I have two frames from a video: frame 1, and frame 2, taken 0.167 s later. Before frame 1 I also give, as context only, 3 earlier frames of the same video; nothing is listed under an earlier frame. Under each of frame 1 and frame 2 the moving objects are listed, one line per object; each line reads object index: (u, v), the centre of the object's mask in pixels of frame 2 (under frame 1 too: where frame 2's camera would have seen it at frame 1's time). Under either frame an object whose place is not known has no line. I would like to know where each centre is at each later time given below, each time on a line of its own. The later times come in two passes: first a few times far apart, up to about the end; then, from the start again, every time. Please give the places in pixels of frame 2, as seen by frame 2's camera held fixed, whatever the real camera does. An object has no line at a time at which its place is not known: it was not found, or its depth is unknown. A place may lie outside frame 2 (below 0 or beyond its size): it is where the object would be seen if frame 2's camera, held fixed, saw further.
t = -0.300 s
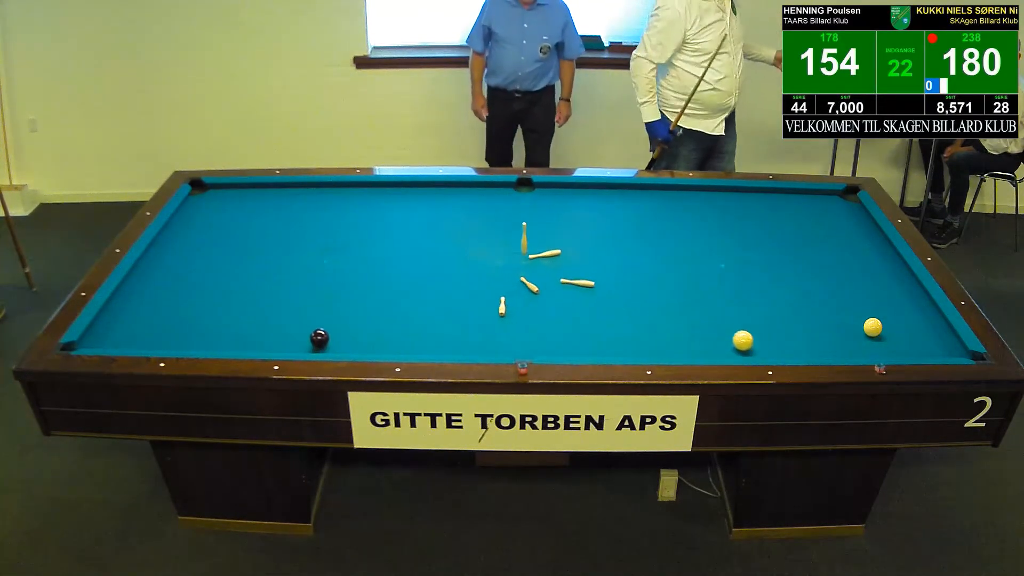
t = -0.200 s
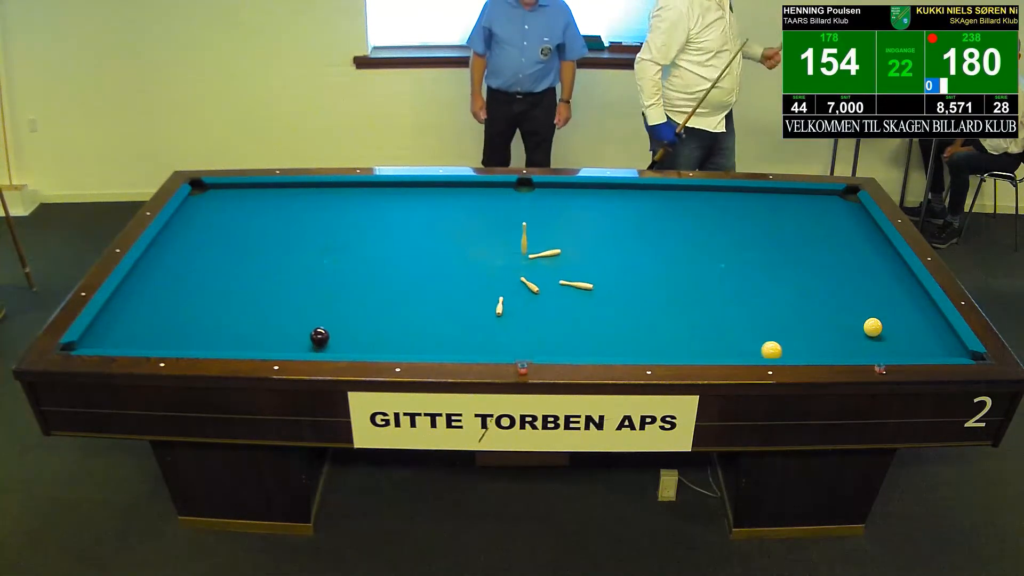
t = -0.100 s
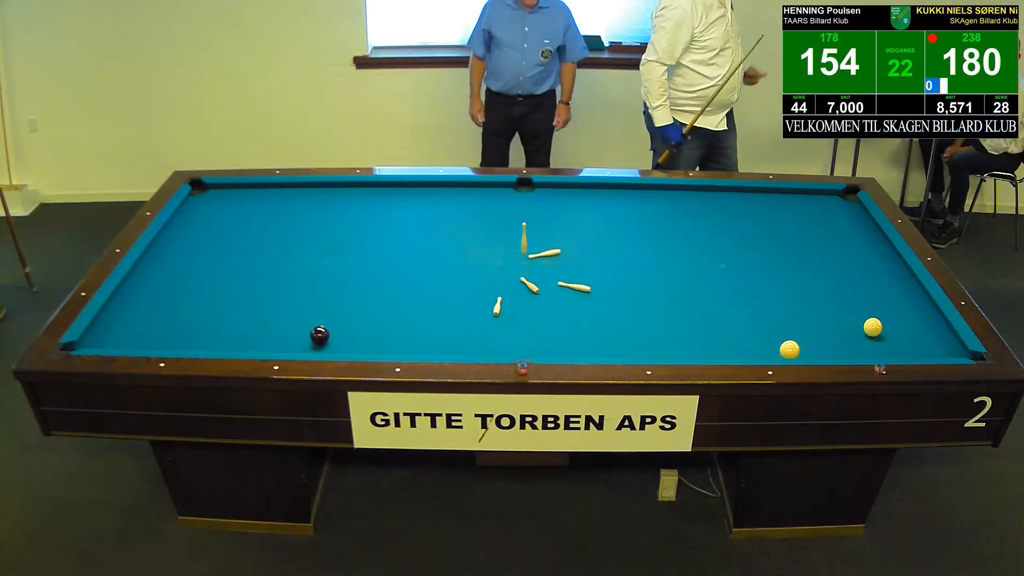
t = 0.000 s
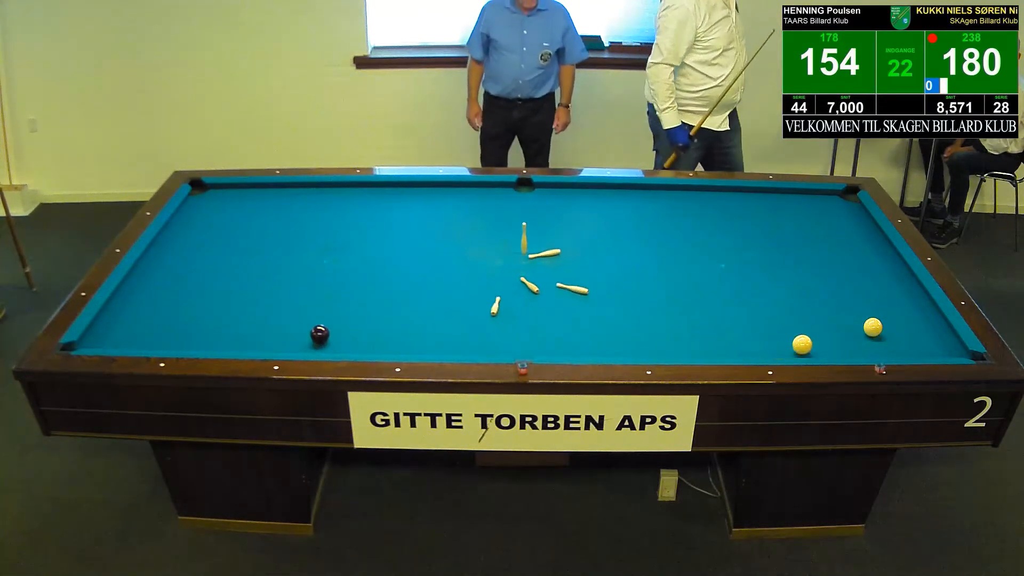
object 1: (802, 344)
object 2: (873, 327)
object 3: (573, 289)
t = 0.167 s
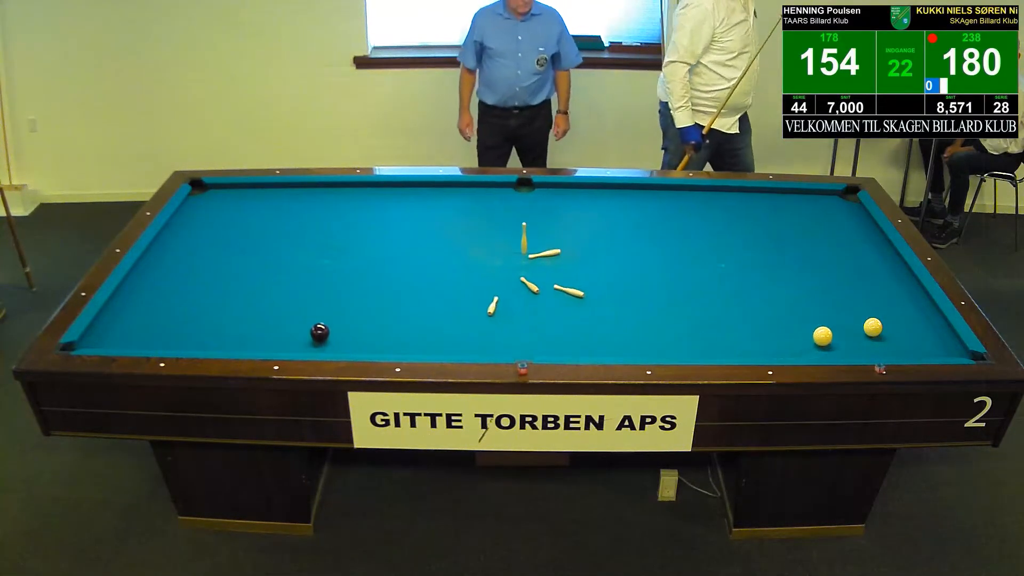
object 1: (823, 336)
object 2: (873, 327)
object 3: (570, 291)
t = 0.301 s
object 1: (838, 329)
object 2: (873, 327)
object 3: (567, 293)
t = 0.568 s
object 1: (860, 316)
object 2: (879, 328)
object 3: (562, 295)
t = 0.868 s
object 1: (874, 300)
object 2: (894, 331)
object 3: (558, 297)
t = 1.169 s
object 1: (886, 286)
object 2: (907, 334)
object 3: (555, 298)
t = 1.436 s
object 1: (895, 274)
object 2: (918, 336)
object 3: (555, 298)
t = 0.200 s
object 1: (826, 334)
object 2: (873, 327)
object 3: (569, 292)
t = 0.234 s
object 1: (830, 333)
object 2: (873, 327)
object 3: (568, 292)
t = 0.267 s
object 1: (834, 331)
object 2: (873, 327)
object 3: (568, 292)
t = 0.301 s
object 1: (838, 329)
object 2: (873, 327)
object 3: (567, 293)
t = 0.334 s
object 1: (842, 328)
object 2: (873, 327)
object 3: (566, 293)
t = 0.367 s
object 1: (846, 326)
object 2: (873, 327)
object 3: (566, 293)
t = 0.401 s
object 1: (849, 325)
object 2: (873, 327)
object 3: (565, 294)
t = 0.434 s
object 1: (853, 323)
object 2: (873, 327)
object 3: (564, 294)
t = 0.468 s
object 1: (855, 321)
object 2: (874, 327)
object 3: (564, 294)
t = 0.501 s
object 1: (857, 320)
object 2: (876, 328)
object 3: (563, 295)
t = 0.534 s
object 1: (859, 318)
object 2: (877, 328)
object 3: (562, 295)
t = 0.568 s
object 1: (860, 316)
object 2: (879, 328)
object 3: (562, 295)
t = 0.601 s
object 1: (861, 314)
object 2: (881, 329)
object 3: (561, 295)
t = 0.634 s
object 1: (863, 312)
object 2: (882, 329)
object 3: (561, 296)
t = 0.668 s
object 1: (865, 311)
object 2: (884, 329)
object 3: (560, 296)
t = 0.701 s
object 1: (866, 309)
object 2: (886, 330)
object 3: (560, 296)
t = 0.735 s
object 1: (868, 307)
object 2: (887, 330)
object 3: (559, 296)
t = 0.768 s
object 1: (869, 305)
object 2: (889, 330)
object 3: (559, 296)
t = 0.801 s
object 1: (871, 304)
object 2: (890, 331)
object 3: (558, 297)
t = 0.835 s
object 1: (872, 302)
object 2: (892, 331)
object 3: (558, 297)
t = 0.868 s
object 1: (874, 300)
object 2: (894, 331)
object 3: (558, 297)
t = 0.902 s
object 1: (875, 299)
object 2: (895, 332)
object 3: (557, 297)
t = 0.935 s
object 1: (876, 297)
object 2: (897, 332)
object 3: (557, 297)
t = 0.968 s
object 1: (878, 295)
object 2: (898, 332)
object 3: (557, 297)
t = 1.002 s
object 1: (879, 294)
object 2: (900, 333)
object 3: (556, 297)
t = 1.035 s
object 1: (880, 292)
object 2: (901, 333)
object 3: (556, 297)
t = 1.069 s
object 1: (882, 291)
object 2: (903, 333)
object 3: (556, 298)
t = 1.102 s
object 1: (883, 289)
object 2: (904, 333)
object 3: (556, 298)
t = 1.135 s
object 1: (884, 288)
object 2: (906, 334)
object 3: (555, 298)
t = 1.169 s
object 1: (886, 286)
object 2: (907, 334)
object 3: (555, 298)
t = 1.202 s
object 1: (887, 284)
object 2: (908, 334)
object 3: (555, 298)
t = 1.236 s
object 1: (888, 283)
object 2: (910, 334)
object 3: (555, 298)
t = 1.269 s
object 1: (889, 281)
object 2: (911, 335)
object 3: (555, 298)
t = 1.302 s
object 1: (891, 280)
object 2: (912, 335)
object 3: (555, 298)
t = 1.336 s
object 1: (892, 279)
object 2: (914, 335)
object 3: (555, 298)
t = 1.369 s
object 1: (893, 277)
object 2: (915, 336)
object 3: (555, 298)
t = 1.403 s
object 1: (894, 276)
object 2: (916, 336)
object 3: (555, 298)
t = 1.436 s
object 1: (895, 274)
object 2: (918, 336)
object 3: (555, 298)
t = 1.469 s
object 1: (896, 273)
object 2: (919, 336)
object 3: (555, 298)
